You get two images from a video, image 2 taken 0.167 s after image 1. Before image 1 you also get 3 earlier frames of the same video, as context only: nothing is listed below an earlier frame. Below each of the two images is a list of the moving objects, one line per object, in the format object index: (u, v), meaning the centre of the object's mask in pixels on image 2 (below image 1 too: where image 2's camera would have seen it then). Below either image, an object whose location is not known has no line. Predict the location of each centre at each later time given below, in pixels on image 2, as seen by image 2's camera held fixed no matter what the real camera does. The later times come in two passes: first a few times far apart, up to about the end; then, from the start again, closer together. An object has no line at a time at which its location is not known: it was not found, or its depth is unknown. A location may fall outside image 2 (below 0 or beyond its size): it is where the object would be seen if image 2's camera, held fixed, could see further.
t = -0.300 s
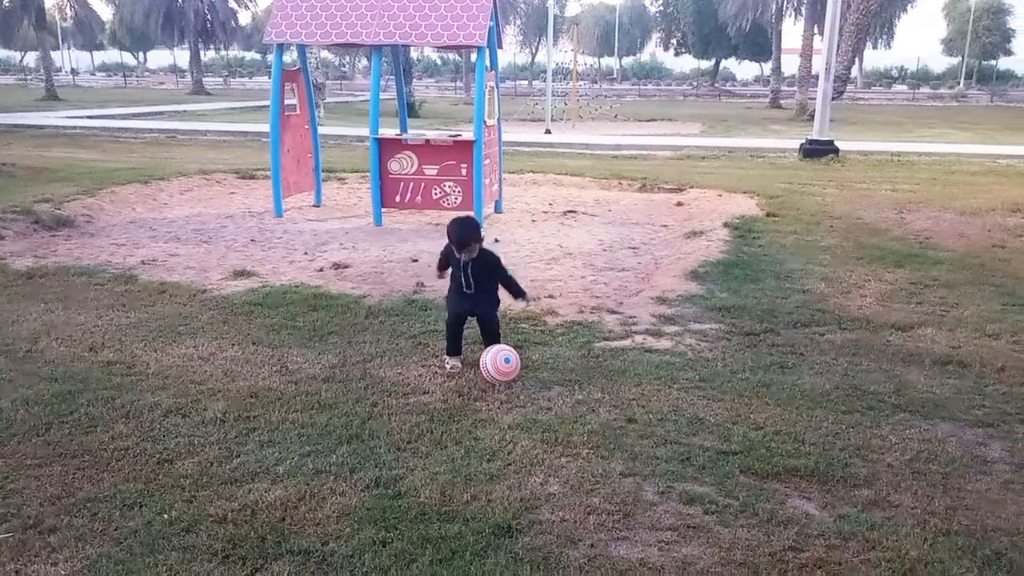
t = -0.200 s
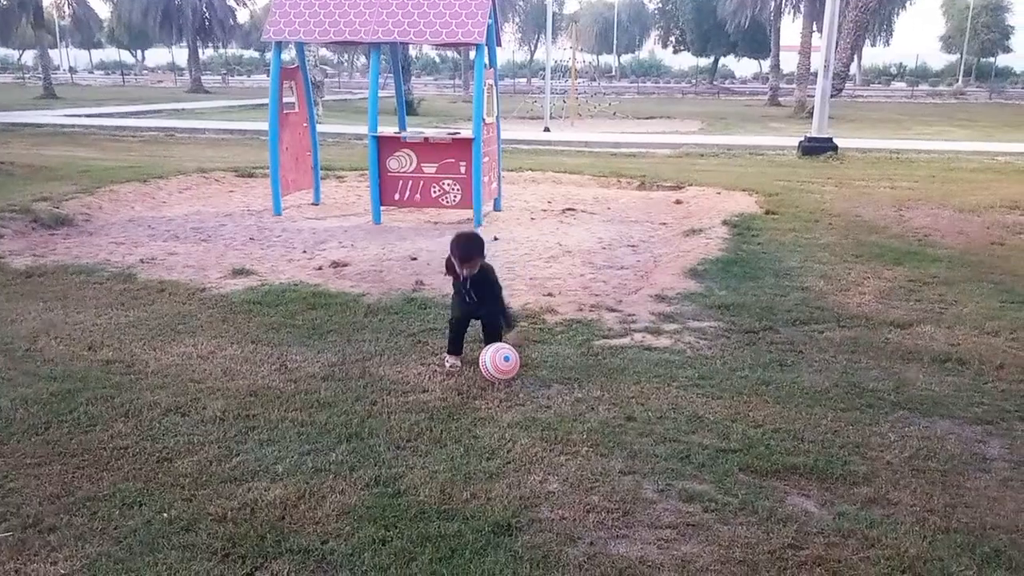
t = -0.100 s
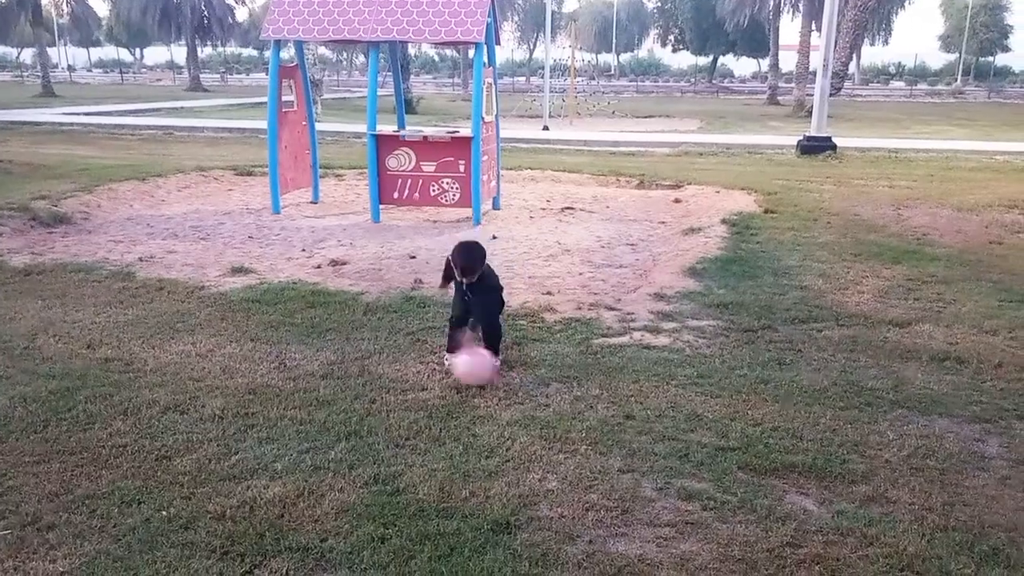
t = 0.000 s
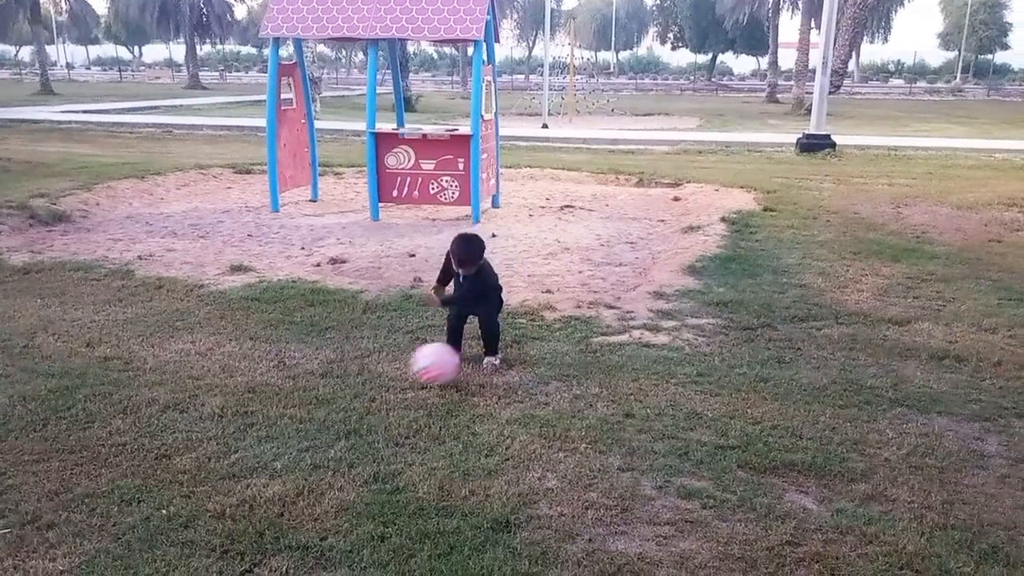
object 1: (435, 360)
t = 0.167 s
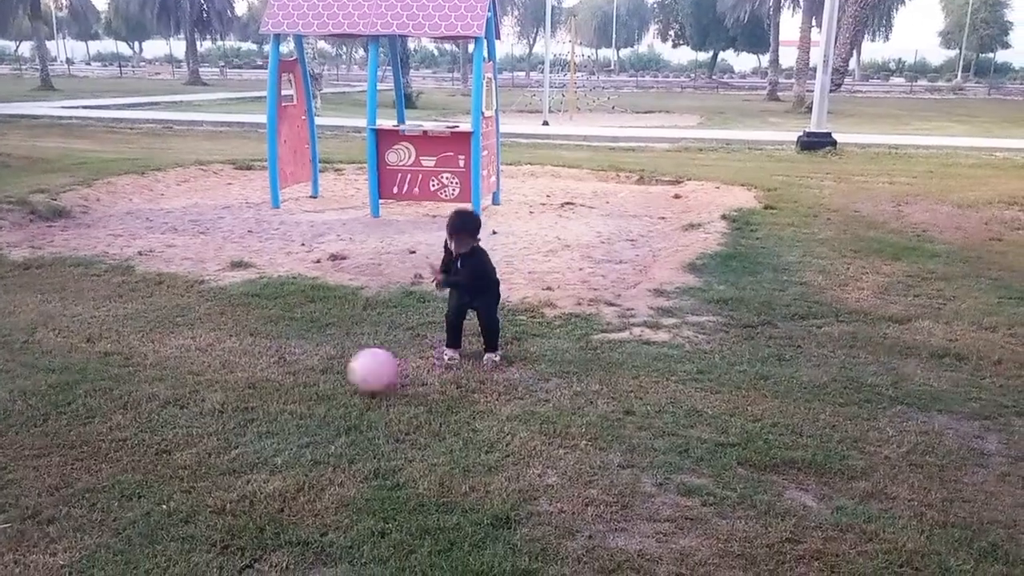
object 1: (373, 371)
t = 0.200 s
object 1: (361, 372)
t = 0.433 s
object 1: (271, 384)
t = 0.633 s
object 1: (199, 400)
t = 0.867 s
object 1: (129, 413)
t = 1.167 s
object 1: (53, 429)
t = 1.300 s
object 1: (27, 435)
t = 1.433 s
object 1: (4, 441)
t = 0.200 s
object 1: (361, 372)
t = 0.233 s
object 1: (348, 375)
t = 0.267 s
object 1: (336, 377)
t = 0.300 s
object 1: (322, 378)
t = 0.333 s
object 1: (310, 380)
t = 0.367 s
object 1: (297, 380)
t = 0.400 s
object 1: (284, 382)
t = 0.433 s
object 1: (271, 384)
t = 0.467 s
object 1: (260, 387)
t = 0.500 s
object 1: (247, 389)
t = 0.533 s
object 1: (235, 393)
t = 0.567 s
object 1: (223, 395)
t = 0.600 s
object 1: (211, 397)
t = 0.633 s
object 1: (199, 400)
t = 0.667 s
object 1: (188, 402)
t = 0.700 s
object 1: (178, 403)
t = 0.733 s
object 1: (168, 405)
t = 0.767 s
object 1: (158, 408)
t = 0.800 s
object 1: (148, 411)
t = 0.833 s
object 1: (139, 412)
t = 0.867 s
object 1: (129, 413)
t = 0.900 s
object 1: (120, 414)
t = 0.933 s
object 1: (112, 416)
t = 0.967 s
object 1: (102, 418)
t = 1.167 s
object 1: (53, 429)
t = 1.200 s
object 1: (46, 430)
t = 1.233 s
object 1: (39, 432)
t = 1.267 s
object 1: (32, 434)
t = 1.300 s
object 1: (27, 435)
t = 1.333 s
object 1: (21, 437)
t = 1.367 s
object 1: (15, 438)
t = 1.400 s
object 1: (9, 440)
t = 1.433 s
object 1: (4, 441)
